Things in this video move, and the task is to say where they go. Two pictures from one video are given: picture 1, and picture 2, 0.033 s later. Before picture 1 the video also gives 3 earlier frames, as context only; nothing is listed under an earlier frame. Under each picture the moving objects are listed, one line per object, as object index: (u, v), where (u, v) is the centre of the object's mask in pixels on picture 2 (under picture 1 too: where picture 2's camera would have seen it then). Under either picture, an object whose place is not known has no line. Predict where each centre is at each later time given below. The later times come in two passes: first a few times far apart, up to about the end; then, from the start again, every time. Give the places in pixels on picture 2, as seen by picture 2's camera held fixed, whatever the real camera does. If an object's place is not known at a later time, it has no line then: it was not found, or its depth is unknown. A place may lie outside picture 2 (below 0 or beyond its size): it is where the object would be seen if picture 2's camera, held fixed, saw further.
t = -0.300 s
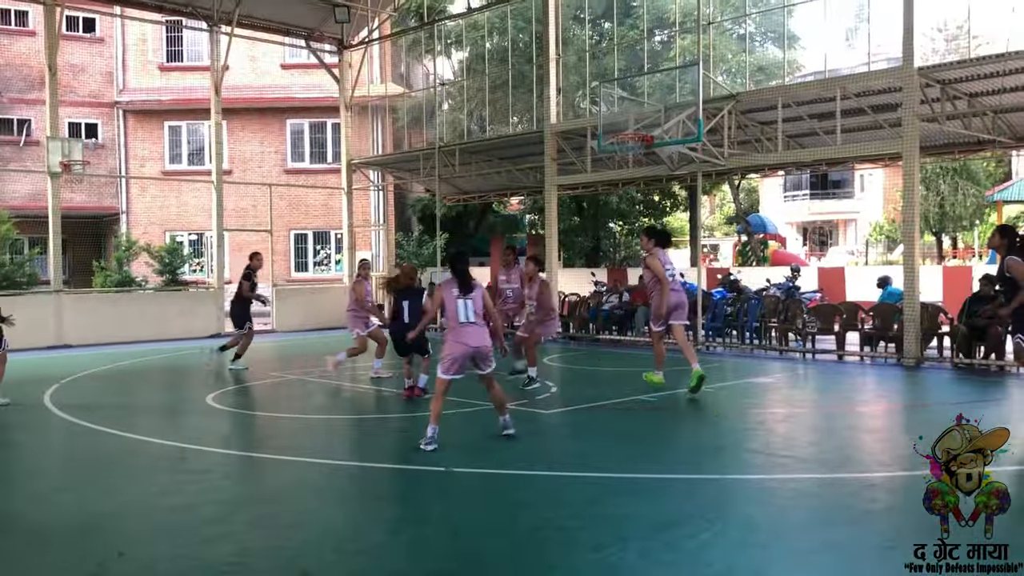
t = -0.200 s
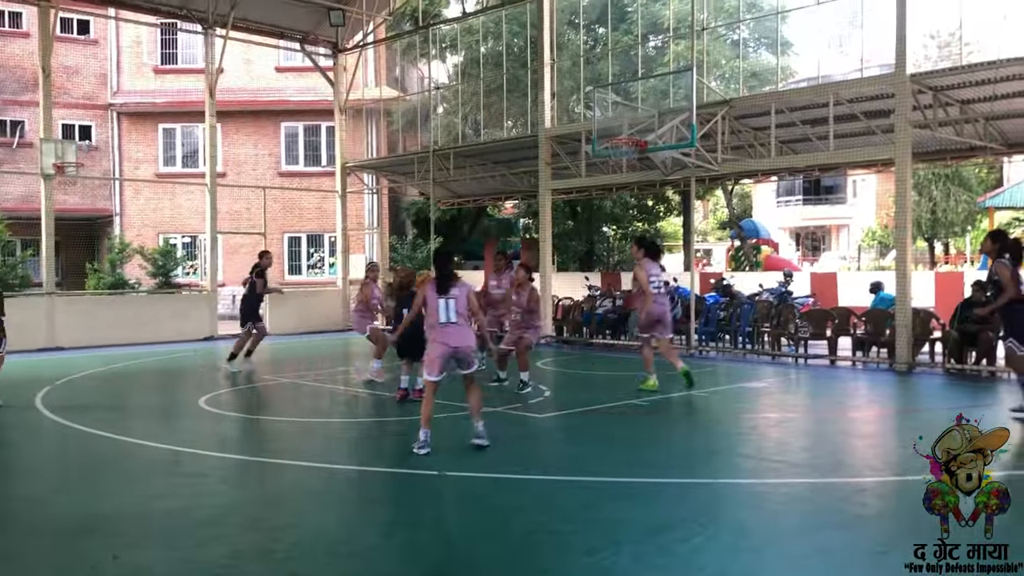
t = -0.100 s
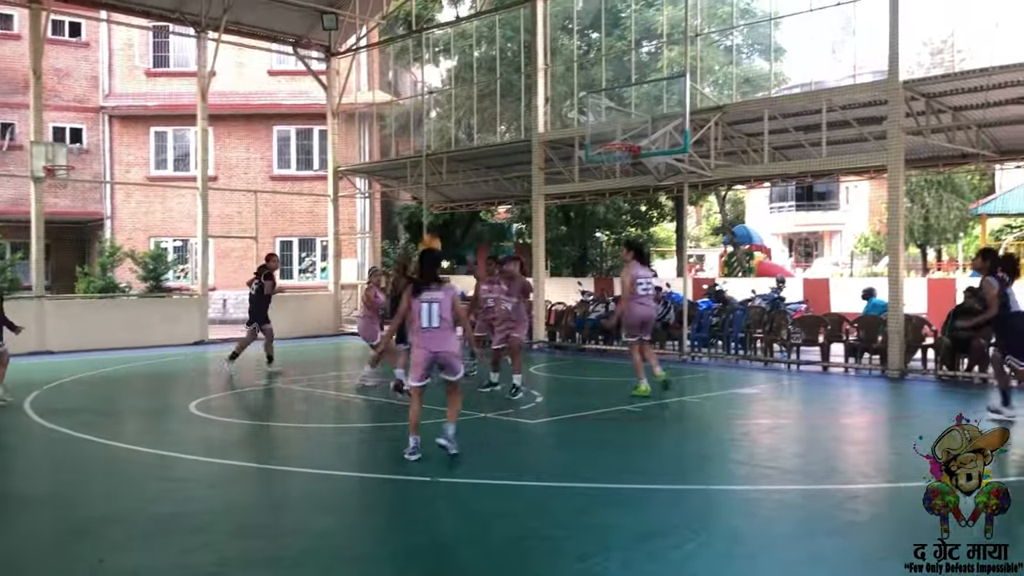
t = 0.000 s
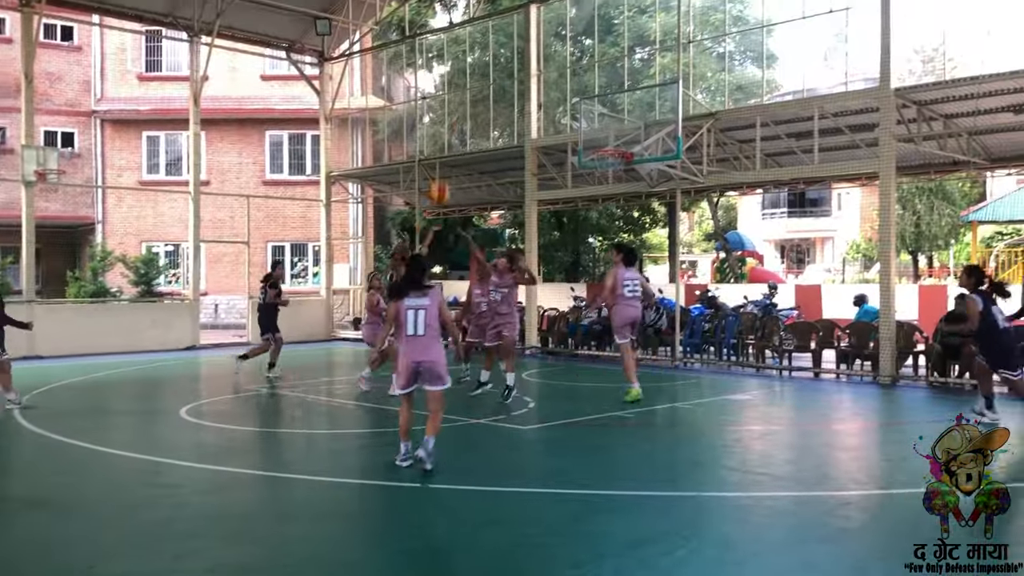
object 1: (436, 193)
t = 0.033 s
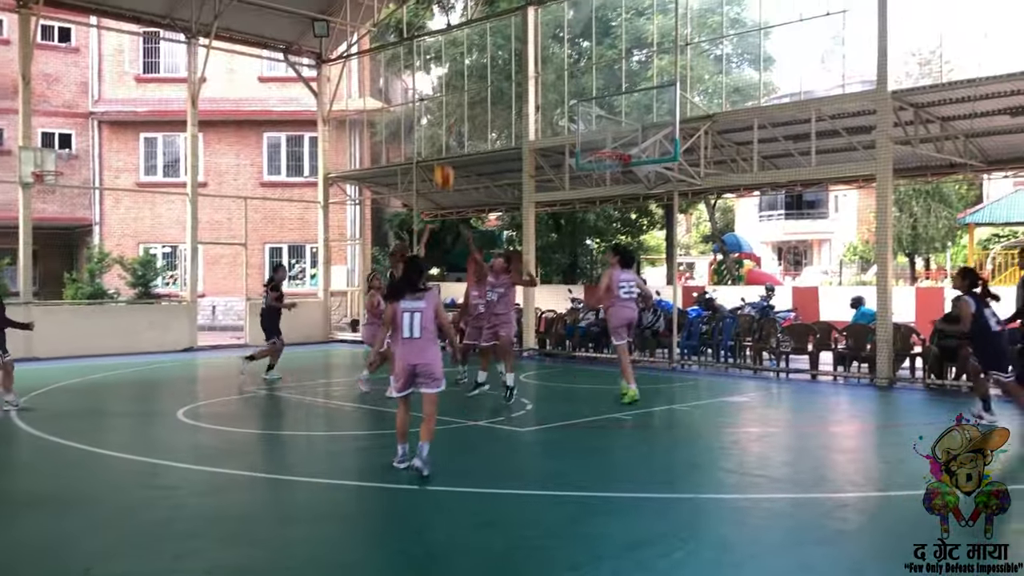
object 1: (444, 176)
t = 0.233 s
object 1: (477, 94)
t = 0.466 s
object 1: (512, 50)
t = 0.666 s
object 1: (537, 52)
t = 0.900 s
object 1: (565, 92)
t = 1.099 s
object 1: (585, 151)
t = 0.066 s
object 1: (448, 161)
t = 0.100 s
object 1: (455, 144)
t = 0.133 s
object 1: (460, 129)
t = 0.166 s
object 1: (467, 117)
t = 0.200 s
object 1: (472, 104)
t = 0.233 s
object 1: (477, 94)
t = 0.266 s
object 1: (482, 85)
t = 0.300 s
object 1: (487, 77)
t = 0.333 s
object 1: (493, 69)
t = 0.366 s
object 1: (497, 61)
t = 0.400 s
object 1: (502, 57)
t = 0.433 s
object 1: (507, 54)
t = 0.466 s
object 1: (512, 50)
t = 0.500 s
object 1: (515, 49)
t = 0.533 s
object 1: (520, 47)
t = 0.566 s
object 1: (526, 47)
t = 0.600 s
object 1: (529, 48)
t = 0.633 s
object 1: (532, 49)
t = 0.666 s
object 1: (537, 52)
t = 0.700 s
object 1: (541, 56)
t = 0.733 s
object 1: (545, 60)
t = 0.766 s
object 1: (548, 63)
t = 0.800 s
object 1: (554, 71)
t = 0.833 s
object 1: (557, 77)
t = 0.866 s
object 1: (561, 85)
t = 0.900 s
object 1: (565, 92)
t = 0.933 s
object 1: (568, 100)
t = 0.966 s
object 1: (571, 108)
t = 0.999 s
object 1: (574, 117)
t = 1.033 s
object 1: (579, 129)
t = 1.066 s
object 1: (582, 141)
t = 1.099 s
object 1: (585, 151)
